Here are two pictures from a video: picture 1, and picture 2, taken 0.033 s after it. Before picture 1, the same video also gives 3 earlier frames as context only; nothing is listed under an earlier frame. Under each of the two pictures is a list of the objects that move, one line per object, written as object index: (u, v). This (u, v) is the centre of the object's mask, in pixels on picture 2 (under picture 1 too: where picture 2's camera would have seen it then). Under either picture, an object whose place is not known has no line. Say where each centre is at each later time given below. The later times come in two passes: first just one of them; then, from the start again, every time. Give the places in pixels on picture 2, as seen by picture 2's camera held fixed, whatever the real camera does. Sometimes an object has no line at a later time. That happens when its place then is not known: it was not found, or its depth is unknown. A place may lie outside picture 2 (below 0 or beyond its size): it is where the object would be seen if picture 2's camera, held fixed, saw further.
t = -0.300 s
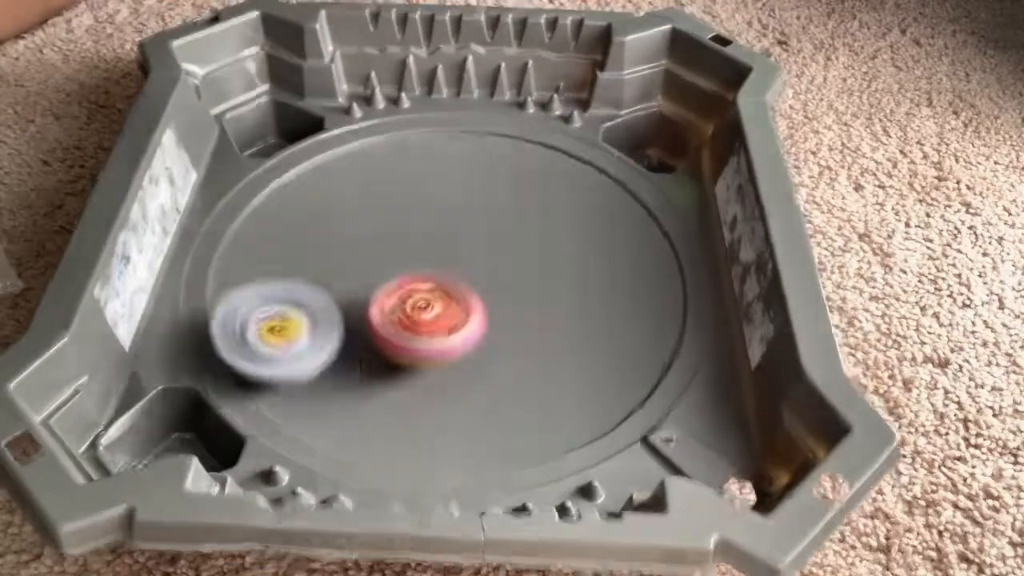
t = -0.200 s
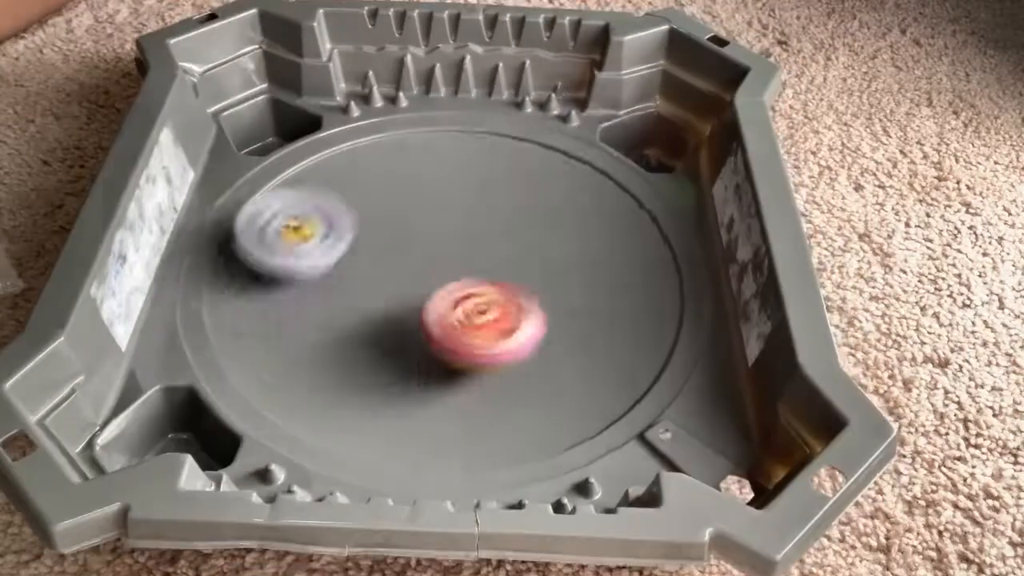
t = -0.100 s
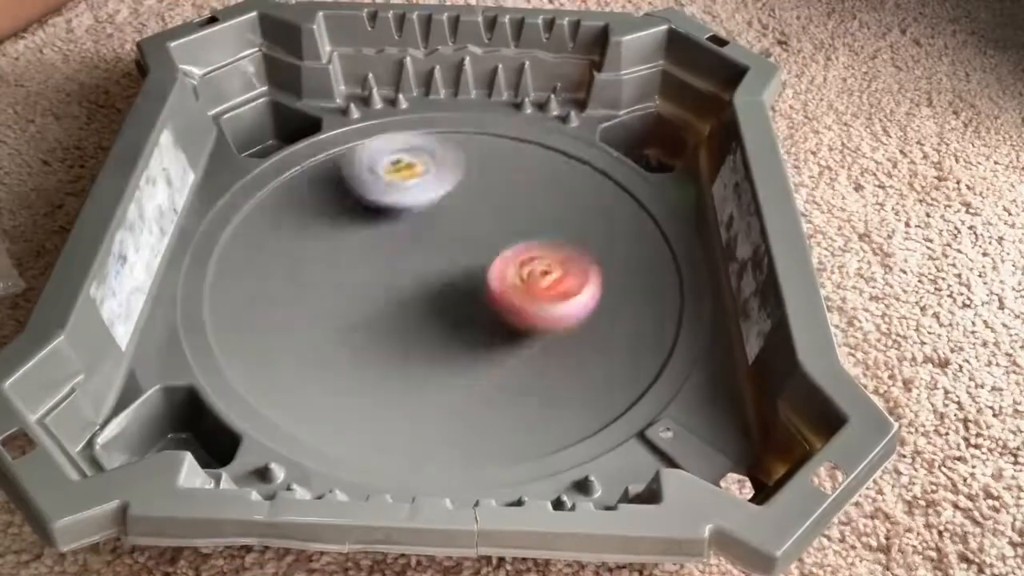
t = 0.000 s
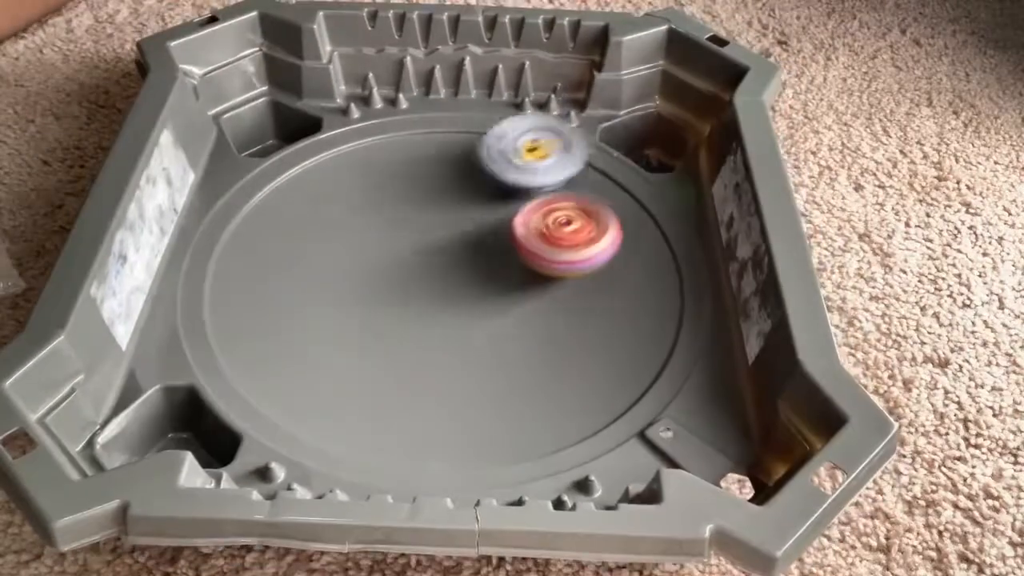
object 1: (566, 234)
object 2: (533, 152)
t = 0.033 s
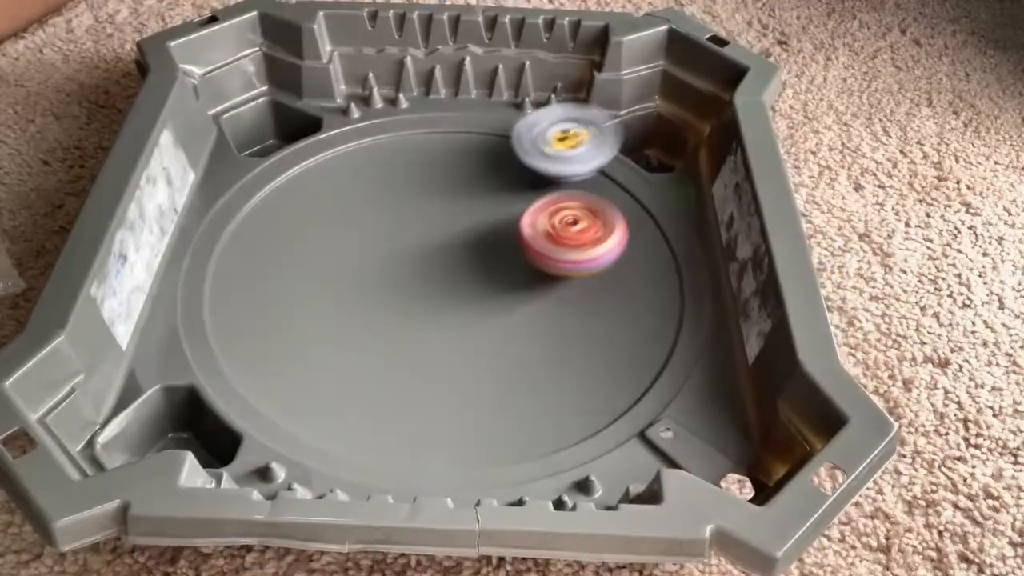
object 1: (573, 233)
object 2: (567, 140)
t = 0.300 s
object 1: (418, 270)
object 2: (660, 306)
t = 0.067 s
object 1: (573, 232)
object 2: (598, 138)
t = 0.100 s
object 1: (565, 230)
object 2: (613, 153)
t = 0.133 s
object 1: (547, 233)
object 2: (634, 169)
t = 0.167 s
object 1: (521, 238)
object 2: (650, 190)
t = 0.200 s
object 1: (494, 242)
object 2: (662, 217)
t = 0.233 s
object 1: (467, 248)
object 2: (670, 246)
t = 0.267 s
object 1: (441, 258)
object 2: (670, 275)
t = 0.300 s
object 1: (418, 270)
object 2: (660, 306)
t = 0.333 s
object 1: (398, 285)
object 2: (639, 333)
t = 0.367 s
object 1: (383, 303)
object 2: (608, 353)
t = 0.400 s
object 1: (374, 321)
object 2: (568, 366)
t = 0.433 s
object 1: (372, 341)
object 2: (523, 371)
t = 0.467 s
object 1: (319, 349)
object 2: (541, 374)
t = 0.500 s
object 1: (175, 285)
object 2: (675, 348)
